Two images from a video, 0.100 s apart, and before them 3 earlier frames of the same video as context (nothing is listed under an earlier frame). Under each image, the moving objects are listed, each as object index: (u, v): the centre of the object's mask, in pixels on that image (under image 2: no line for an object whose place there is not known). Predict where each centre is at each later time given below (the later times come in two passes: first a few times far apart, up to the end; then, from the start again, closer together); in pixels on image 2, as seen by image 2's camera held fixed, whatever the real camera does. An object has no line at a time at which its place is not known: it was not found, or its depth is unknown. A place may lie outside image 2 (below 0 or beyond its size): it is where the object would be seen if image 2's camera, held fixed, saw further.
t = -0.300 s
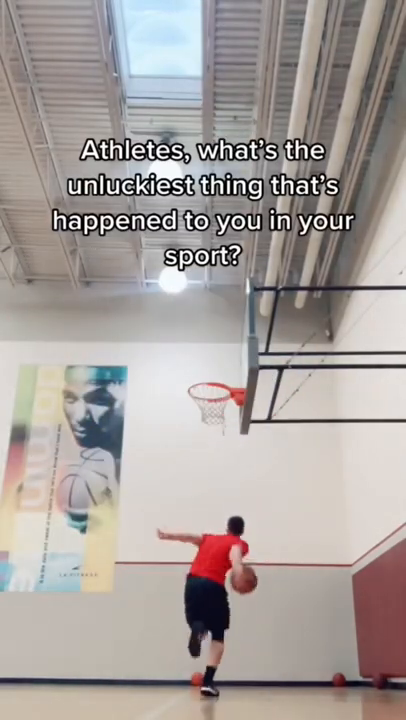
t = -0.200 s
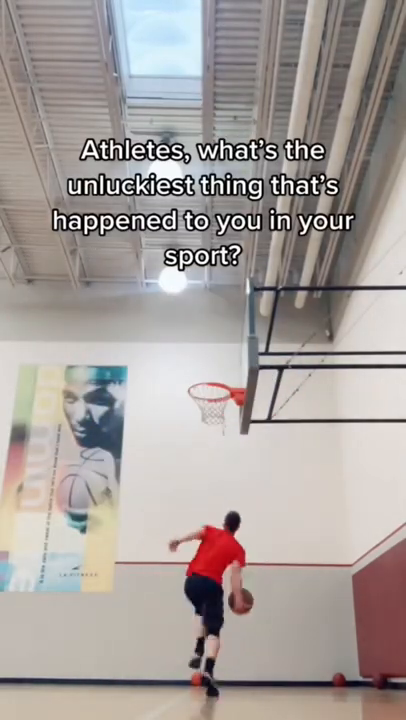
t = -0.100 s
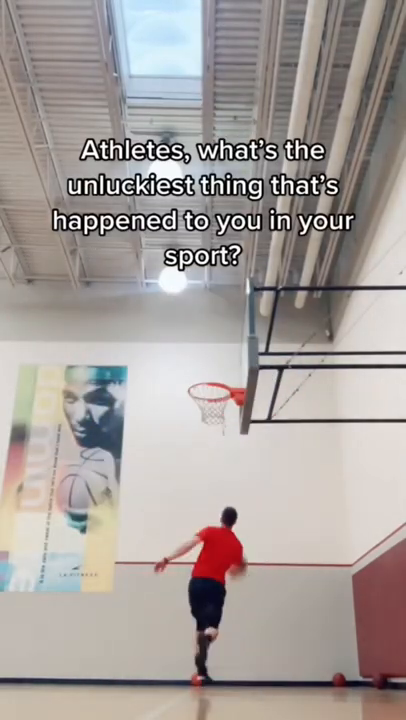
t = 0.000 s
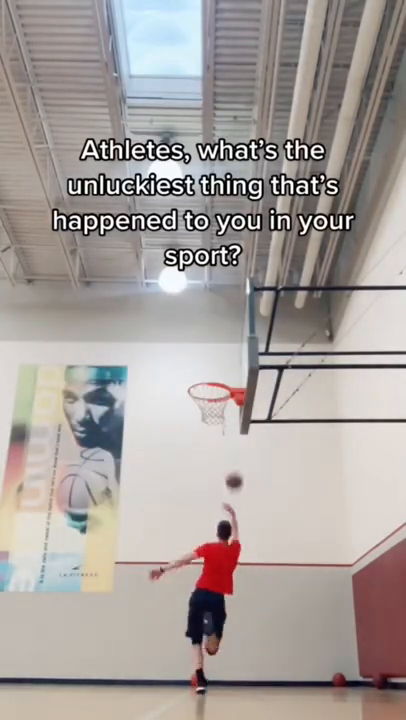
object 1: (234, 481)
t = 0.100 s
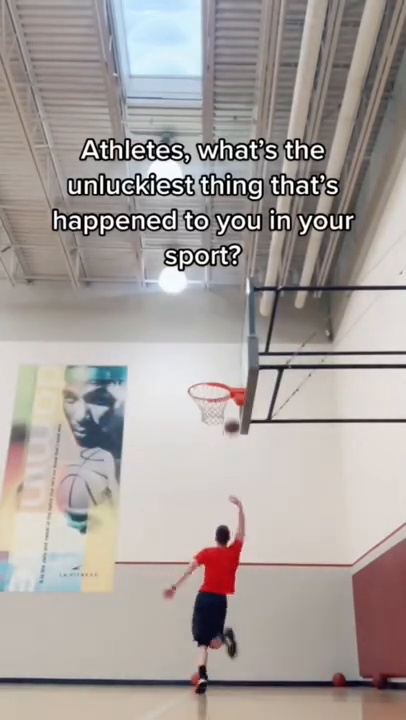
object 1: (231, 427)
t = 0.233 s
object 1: (229, 381)
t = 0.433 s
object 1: (226, 350)
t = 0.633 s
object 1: (223, 345)
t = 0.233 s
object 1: (229, 381)
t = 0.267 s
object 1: (228, 374)
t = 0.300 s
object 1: (228, 367)
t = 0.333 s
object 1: (227, 361)
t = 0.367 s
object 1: (227, 357)
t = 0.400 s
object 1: (227, 353)
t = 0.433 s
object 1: (226, 350)
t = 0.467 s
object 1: (226, 347)
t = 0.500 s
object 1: (225, 346)
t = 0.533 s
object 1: (225, 345)
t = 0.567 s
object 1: (224, 344)
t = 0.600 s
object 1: (224, 344)
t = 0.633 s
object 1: (223, 345)
